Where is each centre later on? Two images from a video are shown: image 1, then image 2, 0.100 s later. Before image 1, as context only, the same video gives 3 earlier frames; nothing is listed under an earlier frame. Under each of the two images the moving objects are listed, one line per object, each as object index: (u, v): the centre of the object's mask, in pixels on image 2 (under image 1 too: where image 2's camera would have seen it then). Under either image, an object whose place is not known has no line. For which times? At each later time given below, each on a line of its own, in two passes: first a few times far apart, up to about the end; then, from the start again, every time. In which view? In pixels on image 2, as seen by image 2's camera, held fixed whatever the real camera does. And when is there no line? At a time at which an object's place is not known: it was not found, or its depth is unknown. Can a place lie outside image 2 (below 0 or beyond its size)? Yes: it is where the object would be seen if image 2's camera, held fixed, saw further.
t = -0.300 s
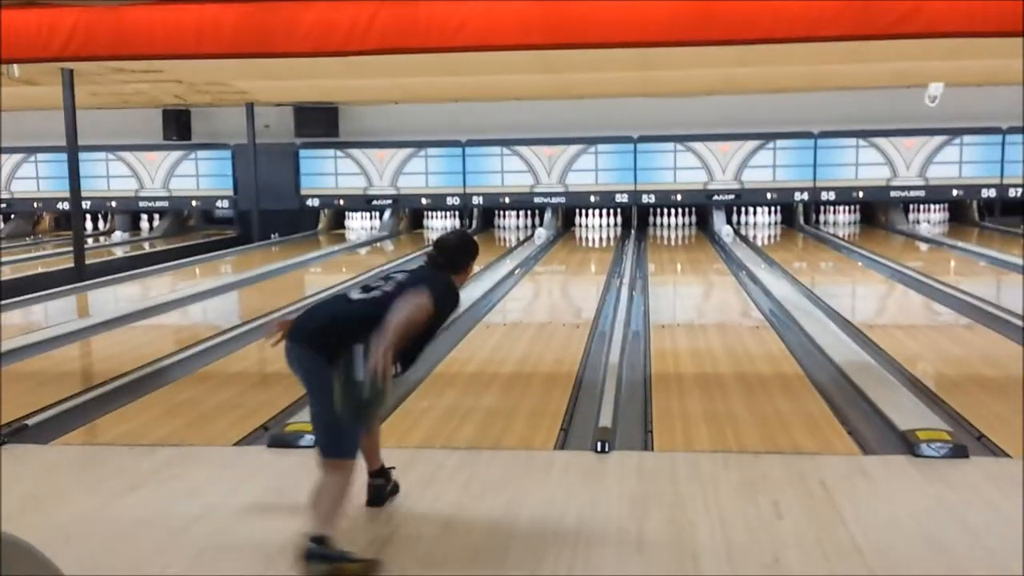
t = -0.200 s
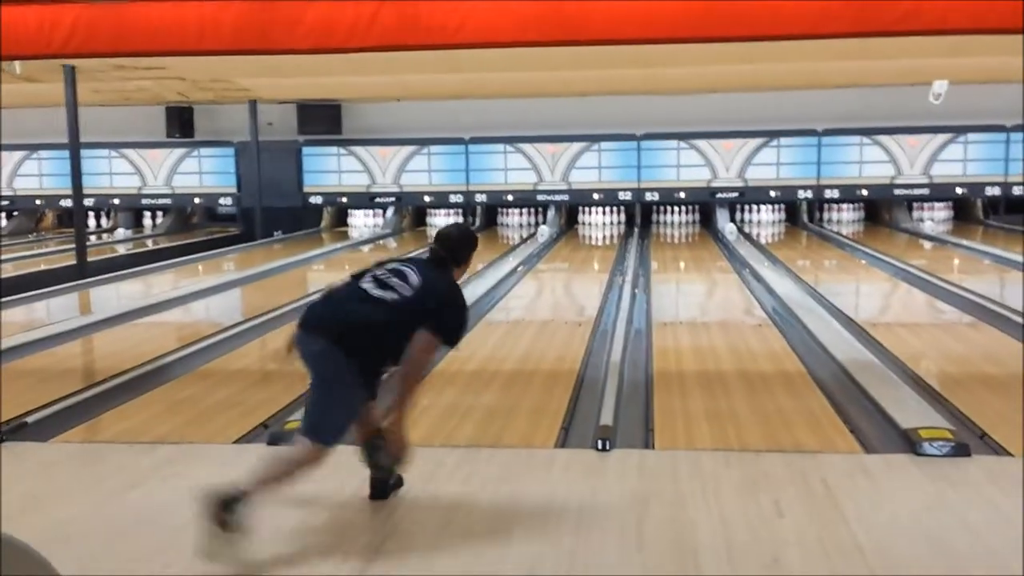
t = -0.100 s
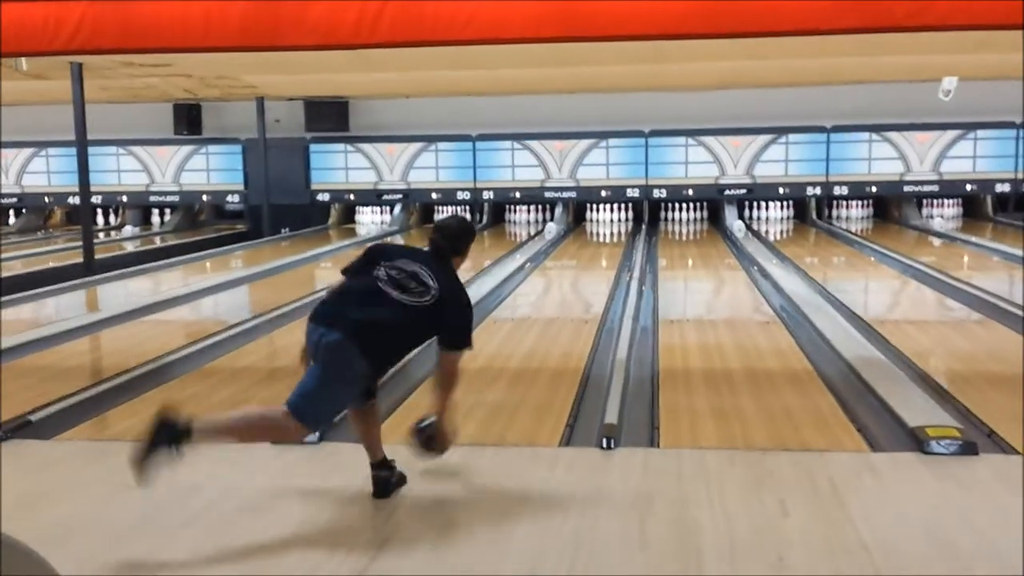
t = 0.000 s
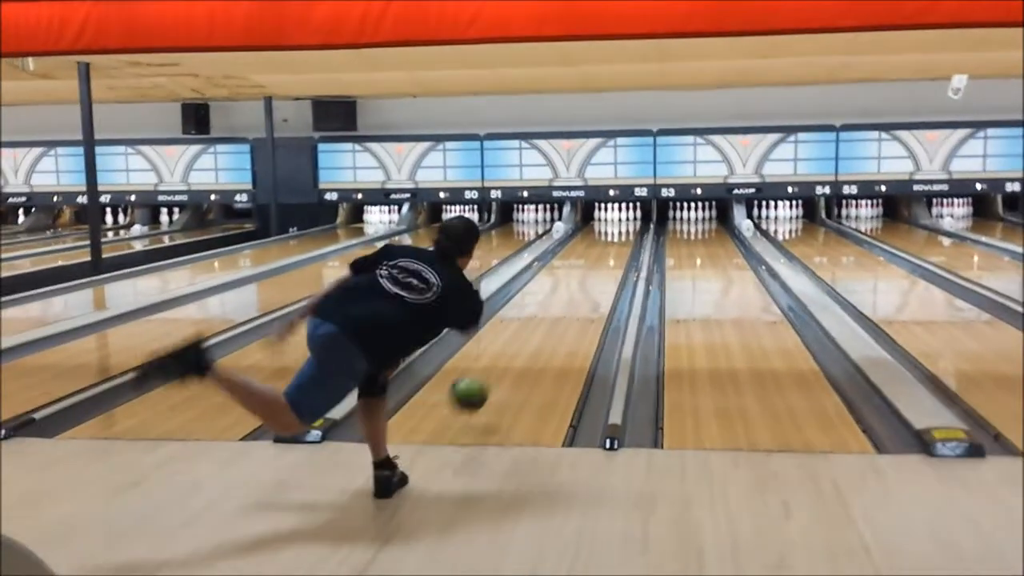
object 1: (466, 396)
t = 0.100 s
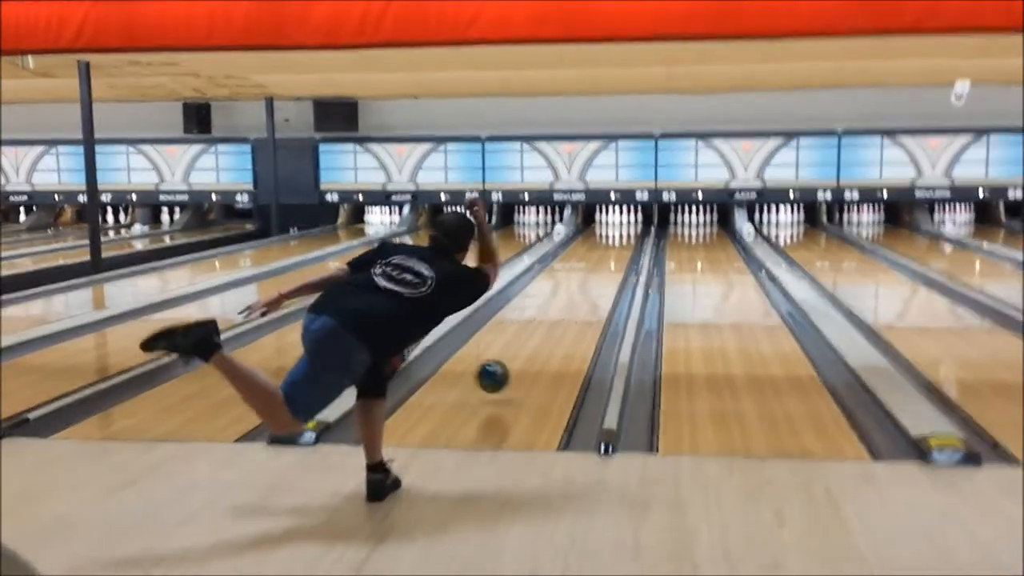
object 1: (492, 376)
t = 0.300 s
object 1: (531, 344)
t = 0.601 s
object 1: (568, 304)
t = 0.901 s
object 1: (592, 277)
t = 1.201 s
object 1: (607, 259)
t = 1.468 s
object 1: (615, 246)
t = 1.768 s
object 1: (621, 236)
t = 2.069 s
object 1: (620, 230)
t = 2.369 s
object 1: (615, 225)
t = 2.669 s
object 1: (616, 218)
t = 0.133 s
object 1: (499, 373)
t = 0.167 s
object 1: (507, 372)
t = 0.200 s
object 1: (513, 362)
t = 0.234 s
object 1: (520, 355)
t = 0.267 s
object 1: (526, 349)
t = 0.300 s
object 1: (531, 344)
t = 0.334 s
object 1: (536, 340)
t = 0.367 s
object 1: (542, 334)
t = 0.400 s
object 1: (546, 329)
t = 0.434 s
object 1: (550, 324)
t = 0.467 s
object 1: (554, 320)
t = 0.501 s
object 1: (557, 316)
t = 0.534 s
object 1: (561, 312)
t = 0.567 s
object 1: (565, 307)
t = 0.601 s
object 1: (568, 304)
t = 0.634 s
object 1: (572, 301)
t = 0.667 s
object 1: (574, 297)
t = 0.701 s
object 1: (577, 294)
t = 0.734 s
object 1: (581, 291)
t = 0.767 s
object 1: (583, 288)
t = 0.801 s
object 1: (586, 285)
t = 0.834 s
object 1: (588, 283)
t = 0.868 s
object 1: (590, 281)
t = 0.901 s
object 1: (592, 277)
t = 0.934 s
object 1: (595, 275)
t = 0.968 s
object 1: (596, 273)
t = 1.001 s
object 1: (598, 271)
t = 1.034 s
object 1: (600, 268)
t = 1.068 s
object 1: (601, 267)
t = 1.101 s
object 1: (602, 264)
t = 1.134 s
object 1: (603, 263)
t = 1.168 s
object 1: (606, 261)
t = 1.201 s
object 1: (607, 259)
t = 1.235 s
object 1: (608, 257)
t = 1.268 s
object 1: (610, 254)
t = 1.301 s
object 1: (611, 253)
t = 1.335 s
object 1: (612, 252)
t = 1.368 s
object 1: (613, 251)
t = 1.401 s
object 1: (613, 249)
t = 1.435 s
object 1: (614, 248)
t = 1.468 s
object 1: (615, 246)
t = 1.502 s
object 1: (617, 245)
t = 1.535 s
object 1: (617, 244)
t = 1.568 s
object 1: (618, 242)
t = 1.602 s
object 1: (618, 241)
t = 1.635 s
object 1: (620, 241)
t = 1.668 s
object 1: (620, 239)
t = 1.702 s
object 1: (620, 238)
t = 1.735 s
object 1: (621, 237)
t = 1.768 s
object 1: (621, 236)
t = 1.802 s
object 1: (621, 235)
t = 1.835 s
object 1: (622, 235)
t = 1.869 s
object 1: (622, 235)
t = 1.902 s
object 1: (621, 233)
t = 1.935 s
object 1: (621, 232)
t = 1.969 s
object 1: (621, 231)
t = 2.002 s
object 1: (621, 230)
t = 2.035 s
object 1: (620, 229)
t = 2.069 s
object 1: (620, 230)
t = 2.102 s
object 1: (620, 229)
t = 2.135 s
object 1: (619, 228)
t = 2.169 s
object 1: (619, 227)
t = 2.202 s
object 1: (619, 228)
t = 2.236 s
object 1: (619, 225)
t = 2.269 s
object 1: (617, 226)
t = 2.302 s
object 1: (616, 223)
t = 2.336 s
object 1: (616, 224)
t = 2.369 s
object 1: (615, 225)
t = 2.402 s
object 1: (615, 224)
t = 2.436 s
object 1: (615, 221)
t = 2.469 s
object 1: (615, 221)
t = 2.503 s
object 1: (615, 220)
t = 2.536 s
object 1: (615, 220)
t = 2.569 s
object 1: (616, 219)
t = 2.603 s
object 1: (616, 218)
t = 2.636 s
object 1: (616, 219)
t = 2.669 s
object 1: (616, 218)
